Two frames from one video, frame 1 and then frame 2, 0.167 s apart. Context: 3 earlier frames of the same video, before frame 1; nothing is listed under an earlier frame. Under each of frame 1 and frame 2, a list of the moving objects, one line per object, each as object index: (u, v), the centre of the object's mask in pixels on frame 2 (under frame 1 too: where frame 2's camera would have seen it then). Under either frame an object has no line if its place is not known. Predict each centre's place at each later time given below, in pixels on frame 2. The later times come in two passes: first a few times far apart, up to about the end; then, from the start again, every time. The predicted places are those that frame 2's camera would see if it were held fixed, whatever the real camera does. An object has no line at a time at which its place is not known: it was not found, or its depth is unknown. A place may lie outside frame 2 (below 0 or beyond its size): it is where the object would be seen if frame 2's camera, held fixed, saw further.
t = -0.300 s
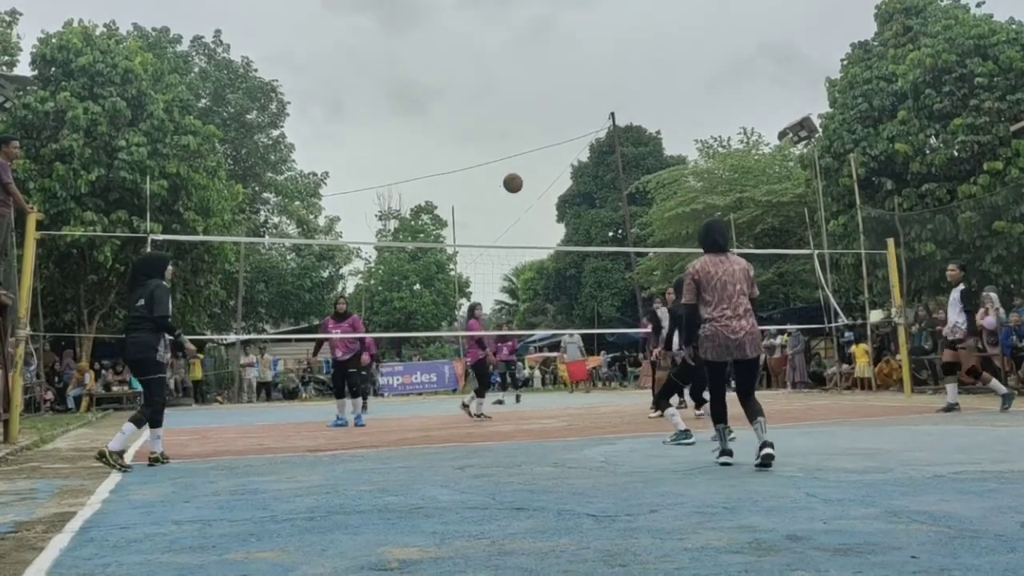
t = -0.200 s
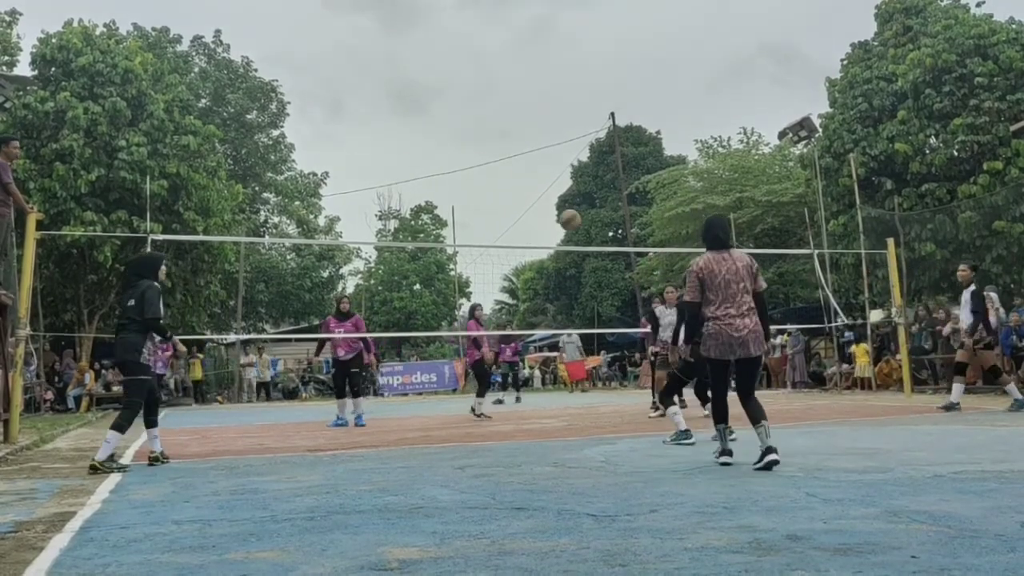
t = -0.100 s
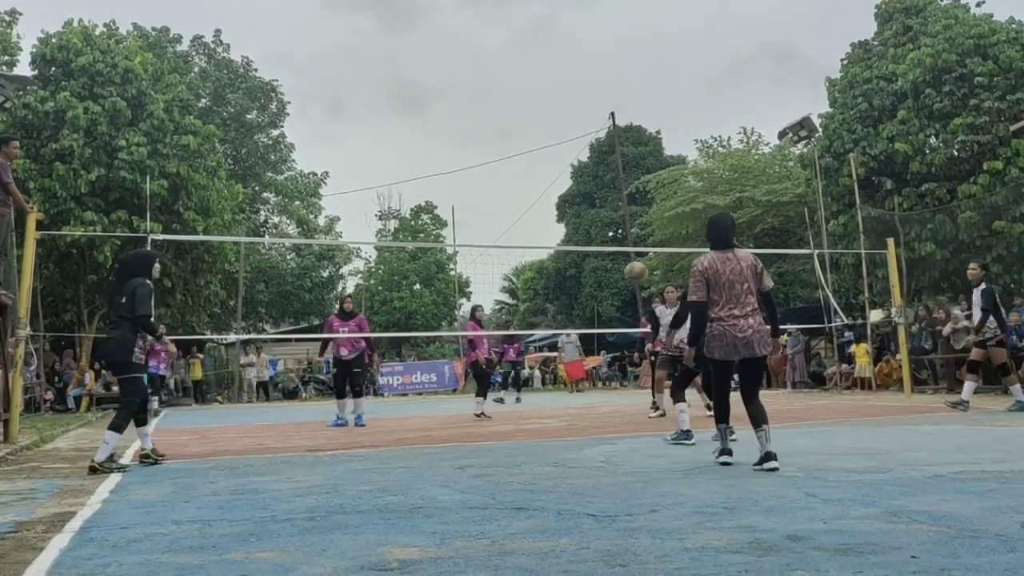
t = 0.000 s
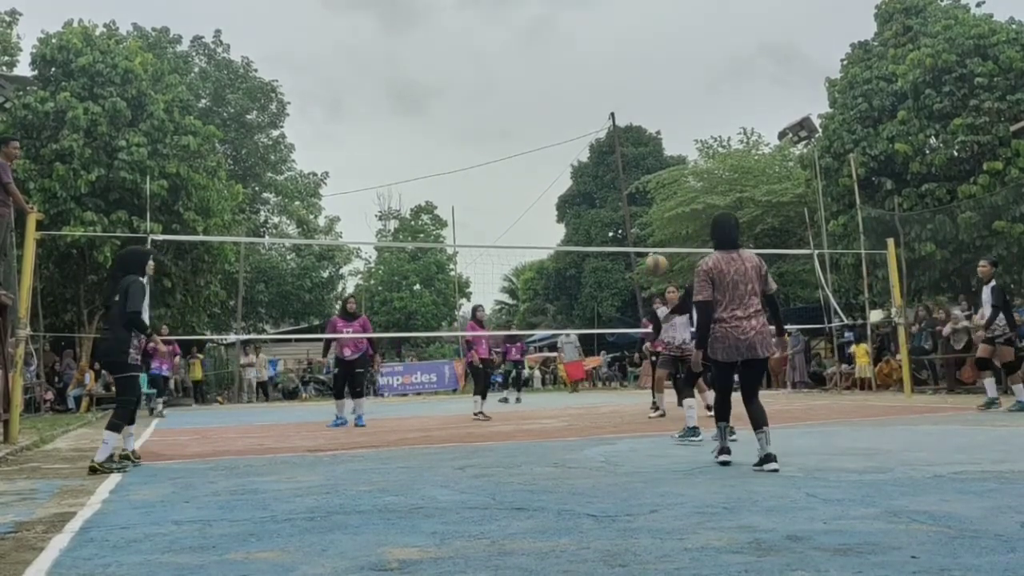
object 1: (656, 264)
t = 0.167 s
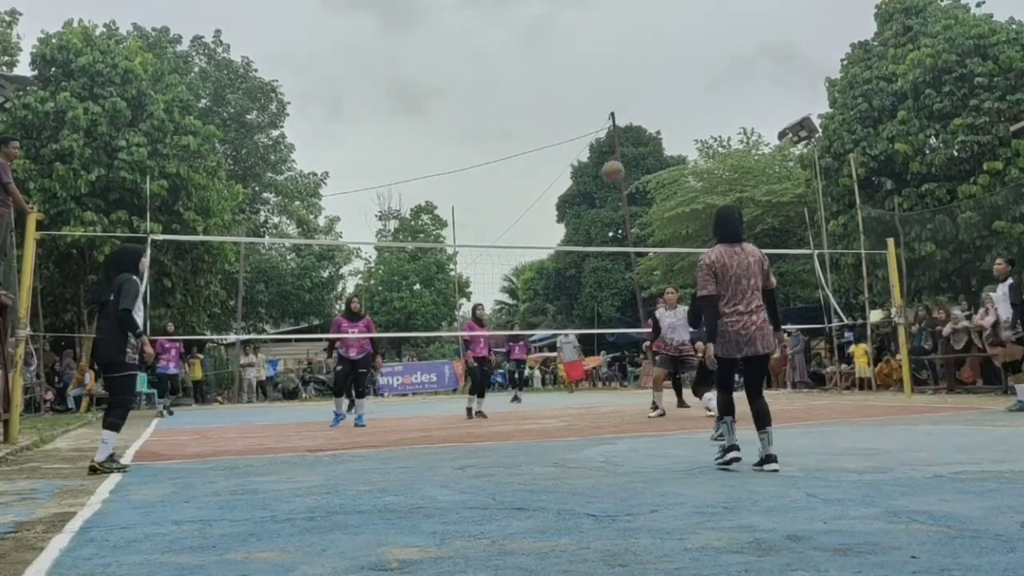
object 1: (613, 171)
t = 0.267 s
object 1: (591, 133)
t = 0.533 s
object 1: (541, 84)
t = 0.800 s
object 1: (502, 100)
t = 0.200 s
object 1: (606, 156)
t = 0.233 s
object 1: (598, 145)
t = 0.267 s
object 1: (591, 133)
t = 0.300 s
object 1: (584, 122)
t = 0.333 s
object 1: (577, 113)
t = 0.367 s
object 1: (571, 106)
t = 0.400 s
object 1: (565, 99)
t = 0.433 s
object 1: (559, 93)
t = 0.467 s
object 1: (553, 89)
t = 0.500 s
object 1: (547, 86)
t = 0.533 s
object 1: (541, 84)
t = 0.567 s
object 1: (536, 83)
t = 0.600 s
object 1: (530, 82)
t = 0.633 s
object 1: (525, 83)
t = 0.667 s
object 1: (520, 85)
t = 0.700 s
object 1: (515, 87)
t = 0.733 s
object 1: (511, 91)
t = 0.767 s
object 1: (506, 95)
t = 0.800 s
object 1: (502, 100)
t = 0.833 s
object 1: (497, 107)
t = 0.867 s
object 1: (493, 113)
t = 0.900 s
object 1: (489, 121)
